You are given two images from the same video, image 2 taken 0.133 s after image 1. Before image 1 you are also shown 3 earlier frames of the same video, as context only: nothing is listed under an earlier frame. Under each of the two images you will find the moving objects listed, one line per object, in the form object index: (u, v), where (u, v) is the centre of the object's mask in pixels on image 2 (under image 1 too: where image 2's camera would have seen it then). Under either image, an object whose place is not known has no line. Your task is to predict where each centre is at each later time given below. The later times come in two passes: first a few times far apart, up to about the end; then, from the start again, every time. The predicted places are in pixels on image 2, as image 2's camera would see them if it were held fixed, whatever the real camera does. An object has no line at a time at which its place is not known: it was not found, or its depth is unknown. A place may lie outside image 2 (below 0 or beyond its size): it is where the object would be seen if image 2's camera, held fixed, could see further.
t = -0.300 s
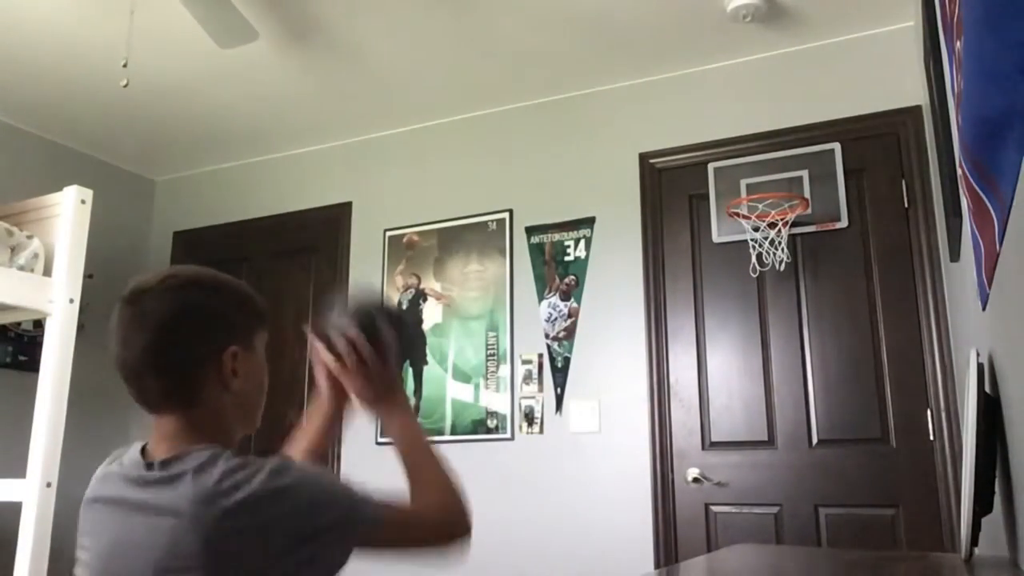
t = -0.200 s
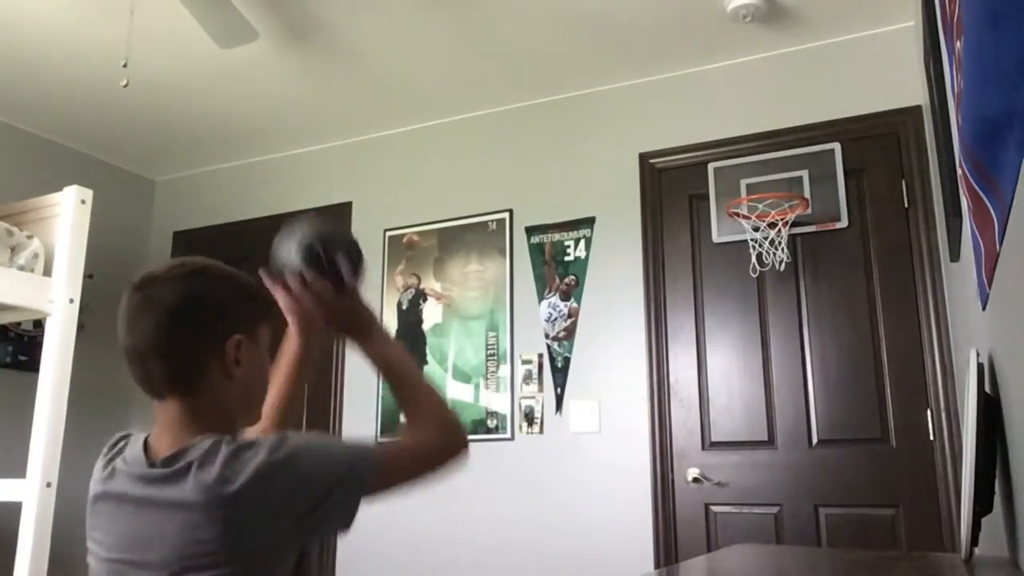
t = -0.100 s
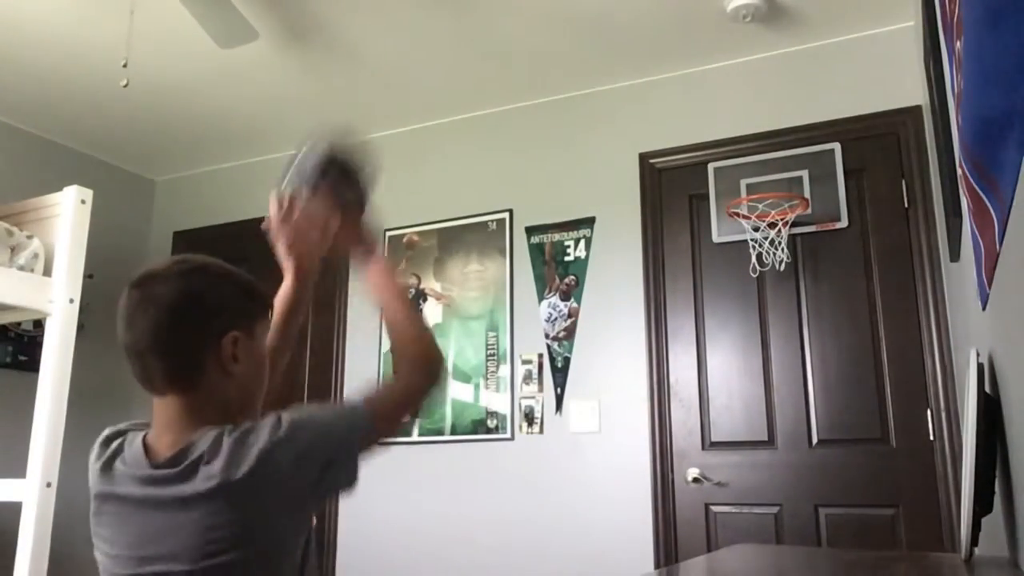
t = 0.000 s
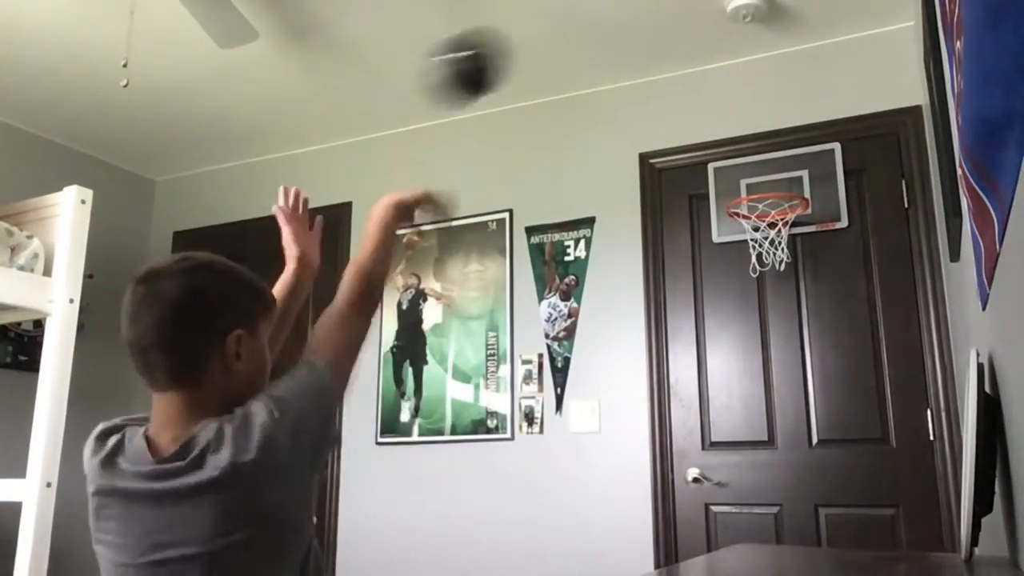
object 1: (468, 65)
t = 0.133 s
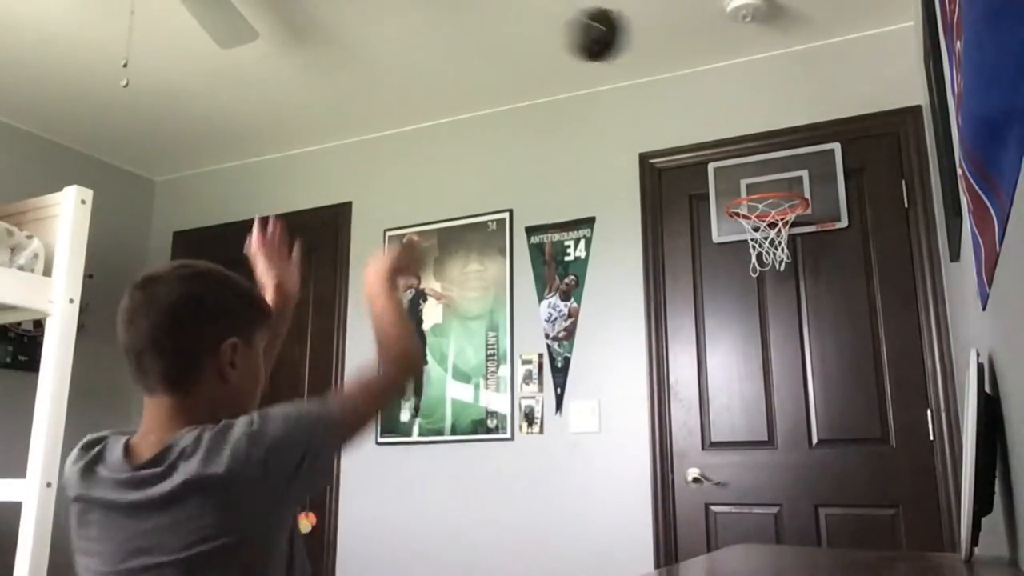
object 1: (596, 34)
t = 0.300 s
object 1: (695, 80)
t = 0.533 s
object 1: (763, 184)
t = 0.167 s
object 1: (620, 37)
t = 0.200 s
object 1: (642, 44)
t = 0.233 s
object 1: (661, 54)
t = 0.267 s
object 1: (679, 66)
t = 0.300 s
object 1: (695, 80)
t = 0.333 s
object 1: (711, 97)
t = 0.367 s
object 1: (725, 114)
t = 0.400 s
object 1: (740, 134)
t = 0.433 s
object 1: (755, 162)
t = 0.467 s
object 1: (765, 177)
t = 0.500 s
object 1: (762, 179)
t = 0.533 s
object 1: (763, 184)
